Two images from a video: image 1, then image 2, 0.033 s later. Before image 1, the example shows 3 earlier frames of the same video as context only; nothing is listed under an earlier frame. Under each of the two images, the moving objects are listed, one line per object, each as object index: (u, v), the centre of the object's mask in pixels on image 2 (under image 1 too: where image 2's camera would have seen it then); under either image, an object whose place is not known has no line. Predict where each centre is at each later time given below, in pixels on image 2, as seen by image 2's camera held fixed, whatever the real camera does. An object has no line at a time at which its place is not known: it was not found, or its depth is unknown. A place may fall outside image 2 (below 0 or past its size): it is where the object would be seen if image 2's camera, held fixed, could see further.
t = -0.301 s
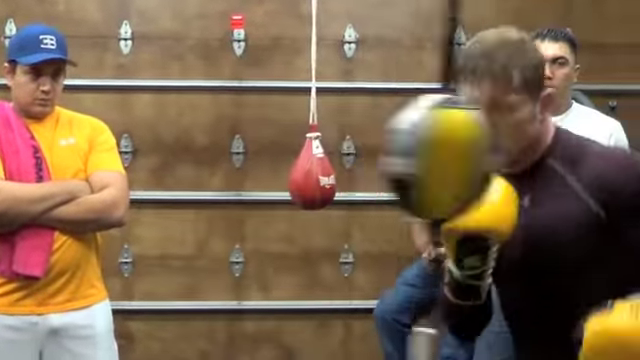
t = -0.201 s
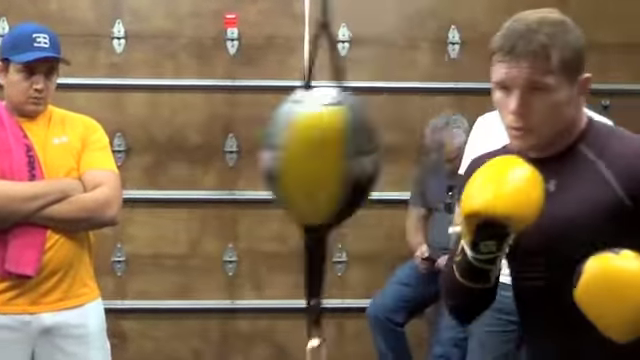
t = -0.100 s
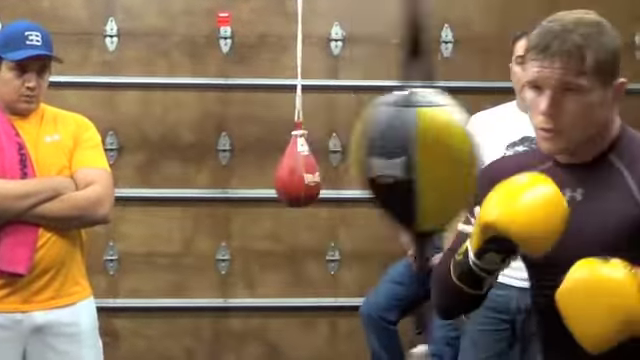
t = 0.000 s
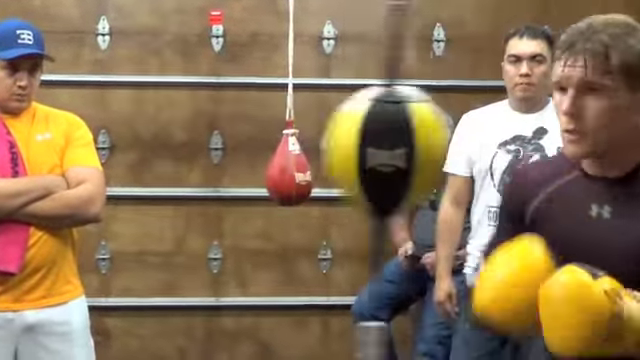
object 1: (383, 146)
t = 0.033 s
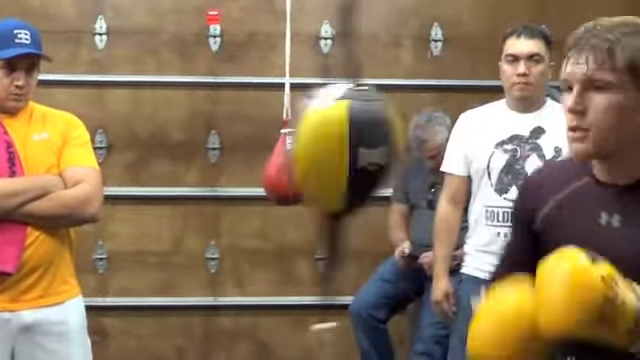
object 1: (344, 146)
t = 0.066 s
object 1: (305, 151)
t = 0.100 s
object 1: (309, 154)
